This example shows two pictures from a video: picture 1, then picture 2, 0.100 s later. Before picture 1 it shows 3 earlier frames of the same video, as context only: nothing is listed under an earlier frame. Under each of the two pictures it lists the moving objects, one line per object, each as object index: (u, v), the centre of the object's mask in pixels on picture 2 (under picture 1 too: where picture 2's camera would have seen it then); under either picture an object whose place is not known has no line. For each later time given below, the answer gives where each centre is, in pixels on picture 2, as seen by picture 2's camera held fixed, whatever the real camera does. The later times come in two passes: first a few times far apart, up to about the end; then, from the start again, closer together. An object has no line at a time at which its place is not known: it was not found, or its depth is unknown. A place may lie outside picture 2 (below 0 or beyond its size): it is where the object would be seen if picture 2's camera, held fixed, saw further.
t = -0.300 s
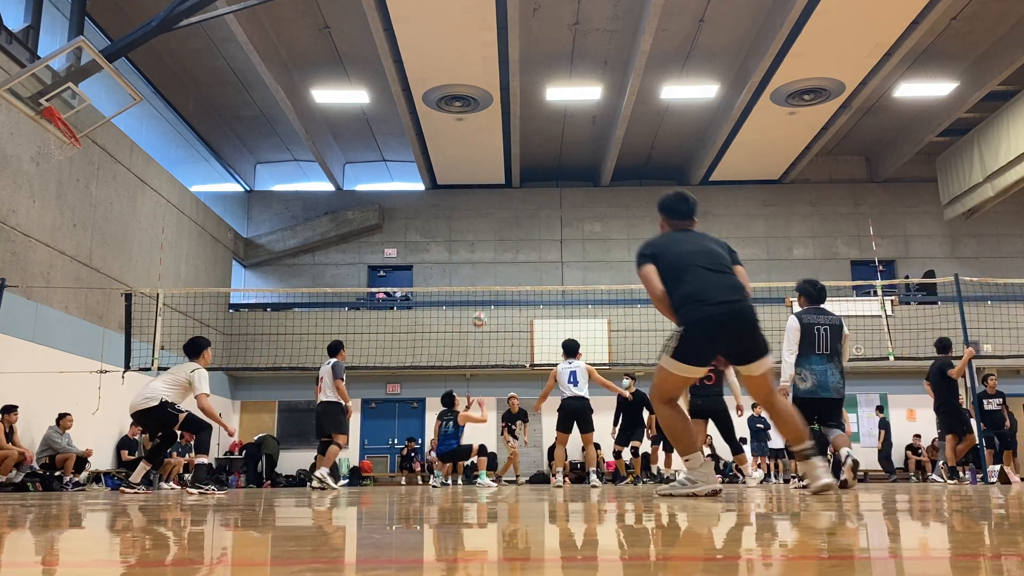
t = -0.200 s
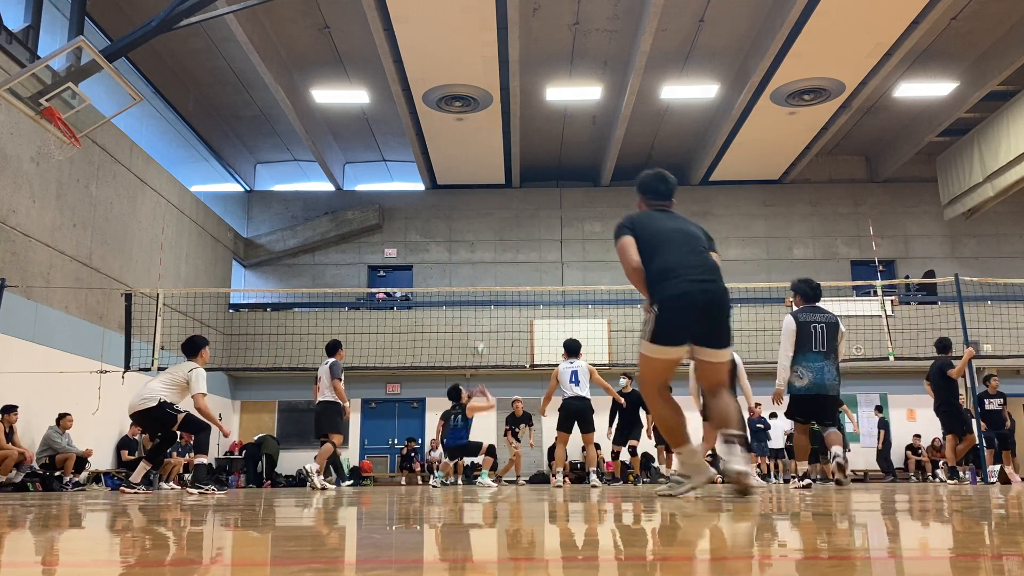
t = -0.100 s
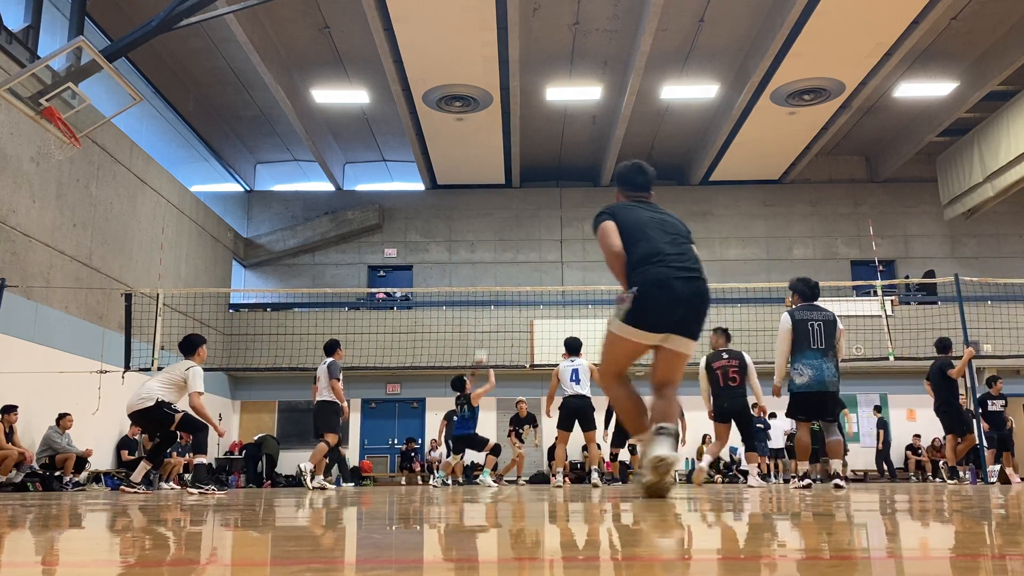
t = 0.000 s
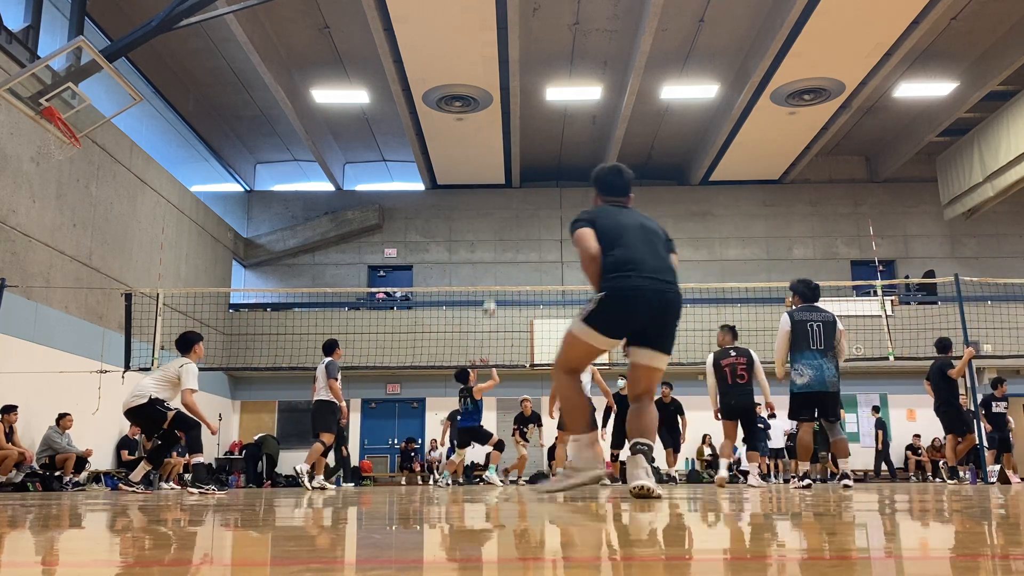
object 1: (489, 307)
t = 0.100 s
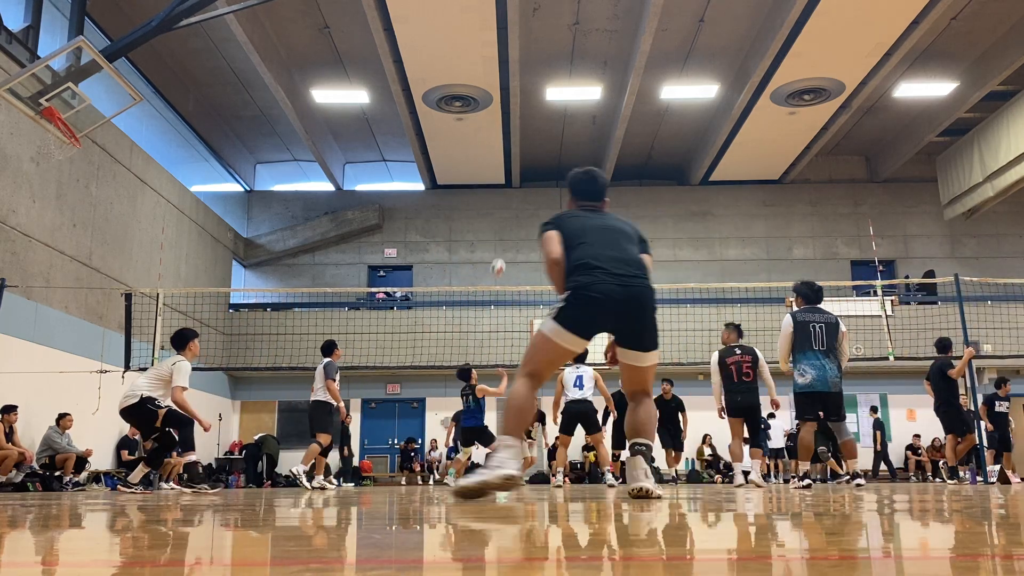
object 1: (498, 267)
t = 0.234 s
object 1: (507, 219)
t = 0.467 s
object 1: (529, 183)
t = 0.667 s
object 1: (545, 176)
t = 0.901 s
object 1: (565, 199)
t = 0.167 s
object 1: (503, 245)
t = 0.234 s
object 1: (507, 219)
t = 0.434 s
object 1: (526, 187)
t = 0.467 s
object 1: (529, 183)
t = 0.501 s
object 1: (532, 180)
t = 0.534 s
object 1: (535, 178)
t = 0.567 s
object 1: (537, 176)
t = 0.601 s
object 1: (540, 175)
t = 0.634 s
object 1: (543, 175)
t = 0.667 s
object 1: (545, 176)
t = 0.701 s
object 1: (548, 177)
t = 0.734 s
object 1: (551, 179)
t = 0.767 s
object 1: (554, 182)
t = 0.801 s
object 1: (556, 185)
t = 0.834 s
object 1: (559, 189)
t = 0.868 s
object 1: (562, 194)
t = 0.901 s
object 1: (565, 199)
